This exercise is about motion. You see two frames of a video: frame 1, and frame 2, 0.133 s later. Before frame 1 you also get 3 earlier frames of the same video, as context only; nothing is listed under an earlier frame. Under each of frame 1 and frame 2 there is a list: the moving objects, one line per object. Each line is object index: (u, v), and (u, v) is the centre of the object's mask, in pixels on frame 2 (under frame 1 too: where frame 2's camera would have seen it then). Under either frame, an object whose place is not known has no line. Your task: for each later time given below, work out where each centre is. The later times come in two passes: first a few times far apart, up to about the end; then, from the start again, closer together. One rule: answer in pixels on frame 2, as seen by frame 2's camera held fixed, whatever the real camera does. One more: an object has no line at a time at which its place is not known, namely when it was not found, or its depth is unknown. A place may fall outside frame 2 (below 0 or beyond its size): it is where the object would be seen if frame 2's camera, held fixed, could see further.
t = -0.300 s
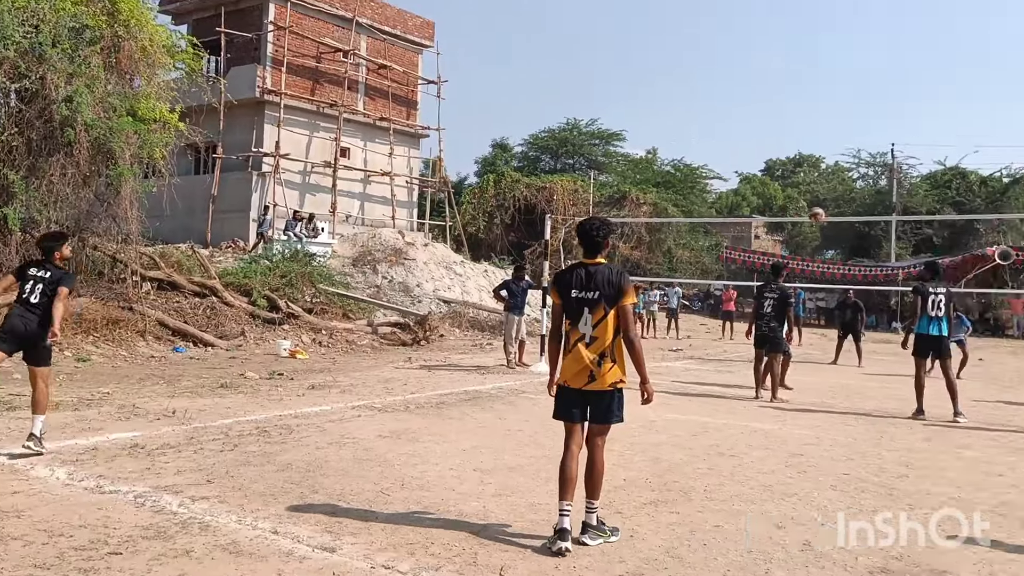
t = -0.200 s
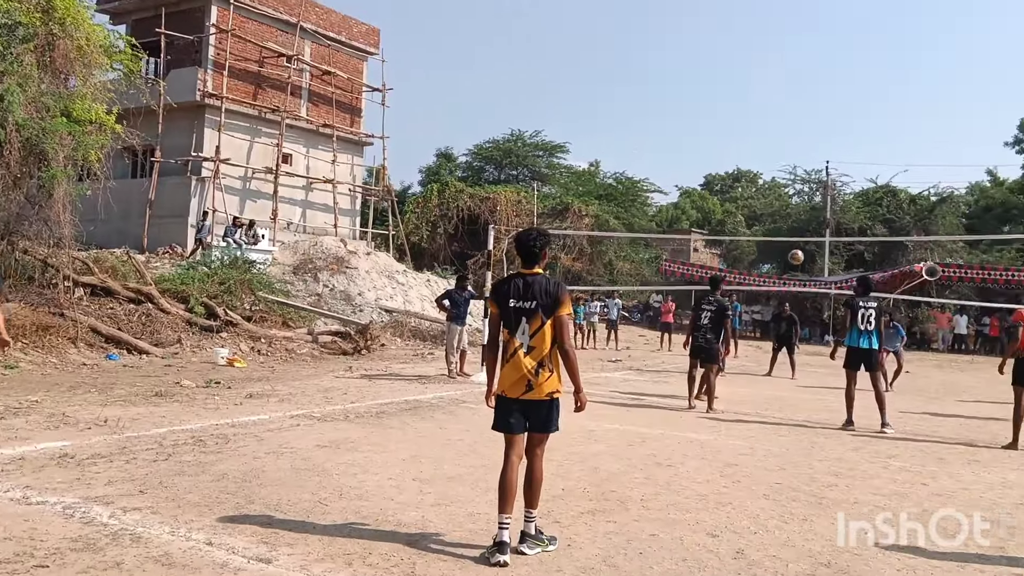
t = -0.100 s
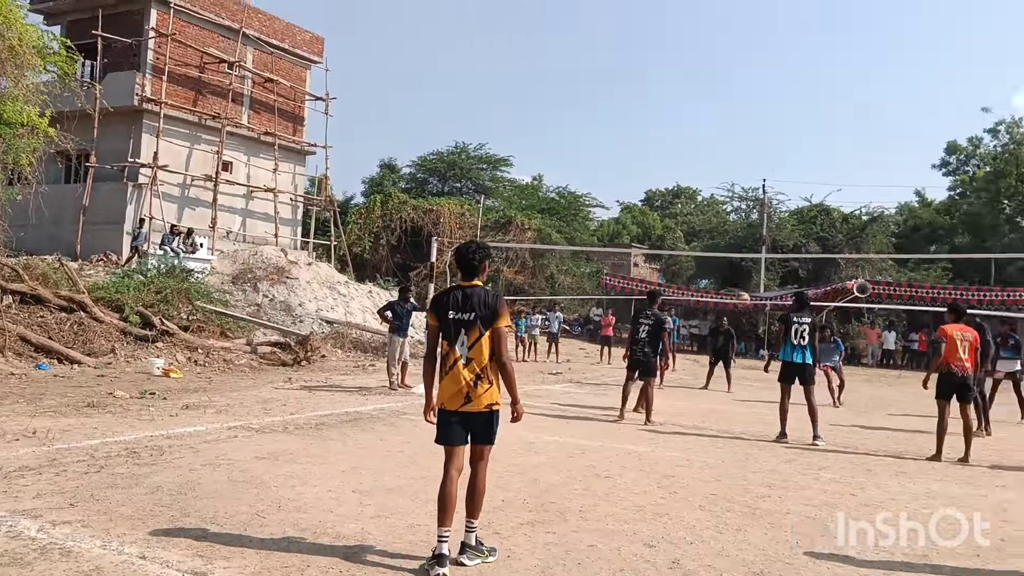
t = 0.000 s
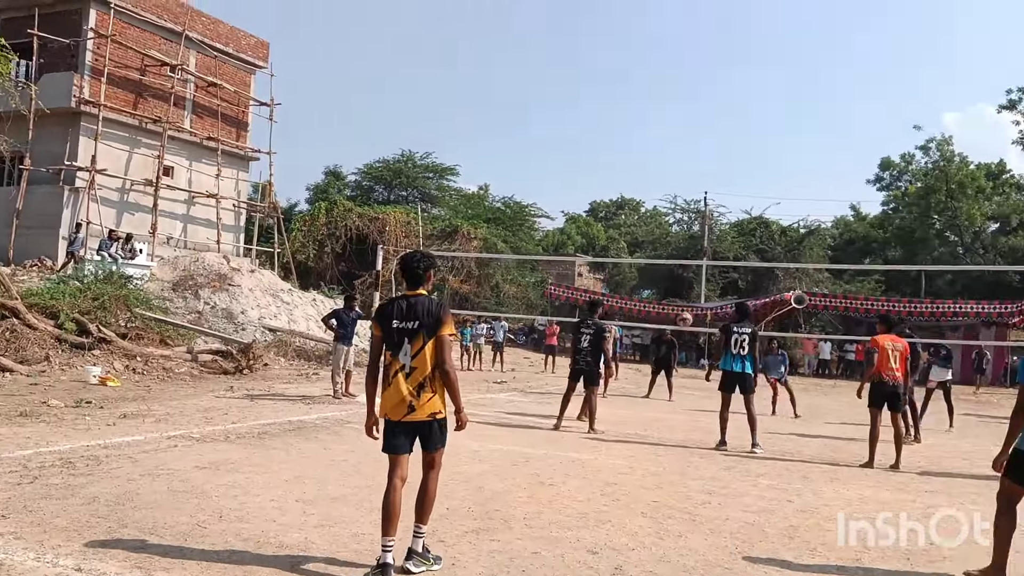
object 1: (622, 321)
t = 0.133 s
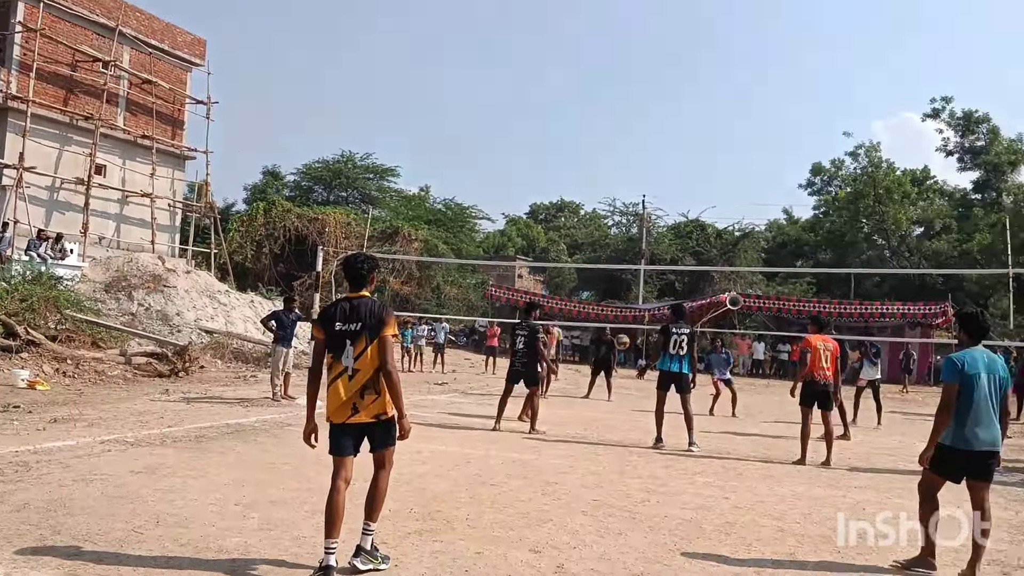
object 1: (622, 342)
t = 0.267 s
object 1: (619, 376)
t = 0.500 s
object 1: (615, 423)
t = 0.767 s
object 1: (620, 380)
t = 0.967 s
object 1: (621, 387)
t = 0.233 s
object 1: (621, 366)
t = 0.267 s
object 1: (619, 376)
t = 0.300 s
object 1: (619, 387)
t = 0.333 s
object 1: (617, 400)
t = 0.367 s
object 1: (616, 413)
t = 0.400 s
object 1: (615, 428)
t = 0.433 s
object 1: (613, 442)
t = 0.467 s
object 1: (614, 433)
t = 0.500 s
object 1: (615, 423)
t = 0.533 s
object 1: (616, 415)
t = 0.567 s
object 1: (617, 408)
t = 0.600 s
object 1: (617, 401)
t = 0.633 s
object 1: (618, 394)
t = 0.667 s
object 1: (619, 389)
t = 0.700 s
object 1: (619, 385)
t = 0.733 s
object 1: (620, 383)
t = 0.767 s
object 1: (620, 380)
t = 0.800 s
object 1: (620, 379)
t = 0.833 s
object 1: (621, 378)
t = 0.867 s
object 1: (621, 379)
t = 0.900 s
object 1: (622, 380)
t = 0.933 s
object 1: (622, 383)
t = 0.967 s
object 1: (621, 387)
